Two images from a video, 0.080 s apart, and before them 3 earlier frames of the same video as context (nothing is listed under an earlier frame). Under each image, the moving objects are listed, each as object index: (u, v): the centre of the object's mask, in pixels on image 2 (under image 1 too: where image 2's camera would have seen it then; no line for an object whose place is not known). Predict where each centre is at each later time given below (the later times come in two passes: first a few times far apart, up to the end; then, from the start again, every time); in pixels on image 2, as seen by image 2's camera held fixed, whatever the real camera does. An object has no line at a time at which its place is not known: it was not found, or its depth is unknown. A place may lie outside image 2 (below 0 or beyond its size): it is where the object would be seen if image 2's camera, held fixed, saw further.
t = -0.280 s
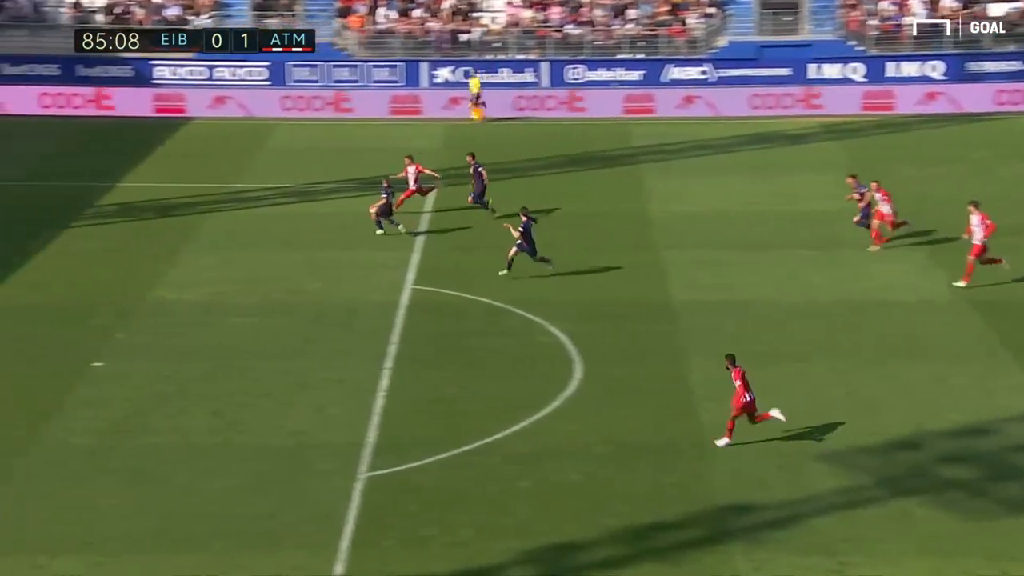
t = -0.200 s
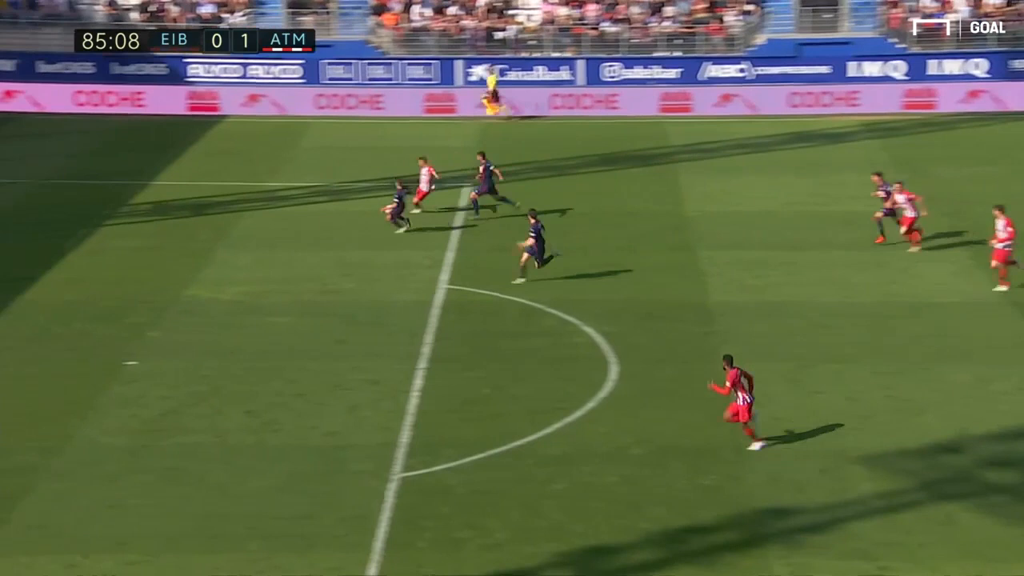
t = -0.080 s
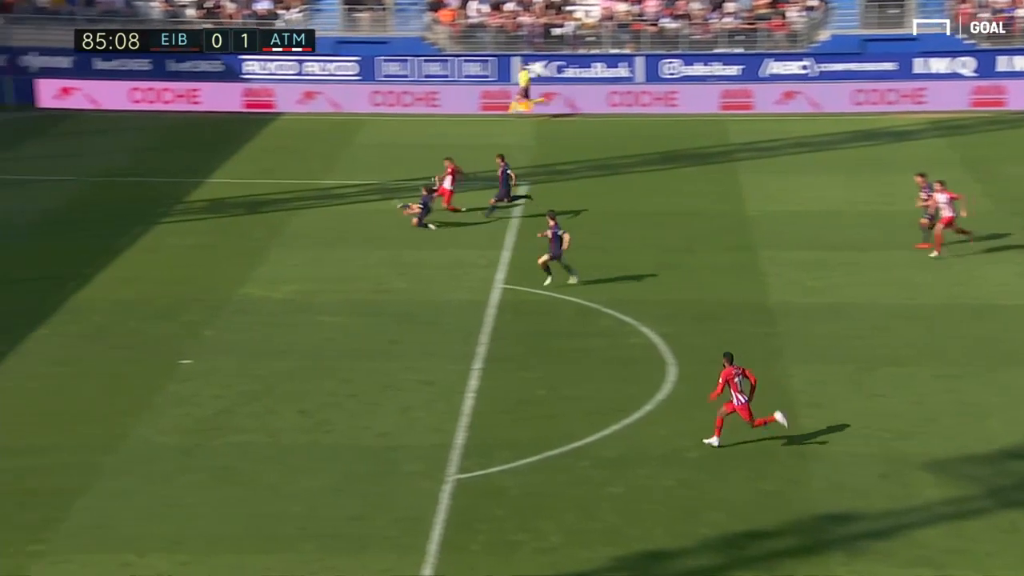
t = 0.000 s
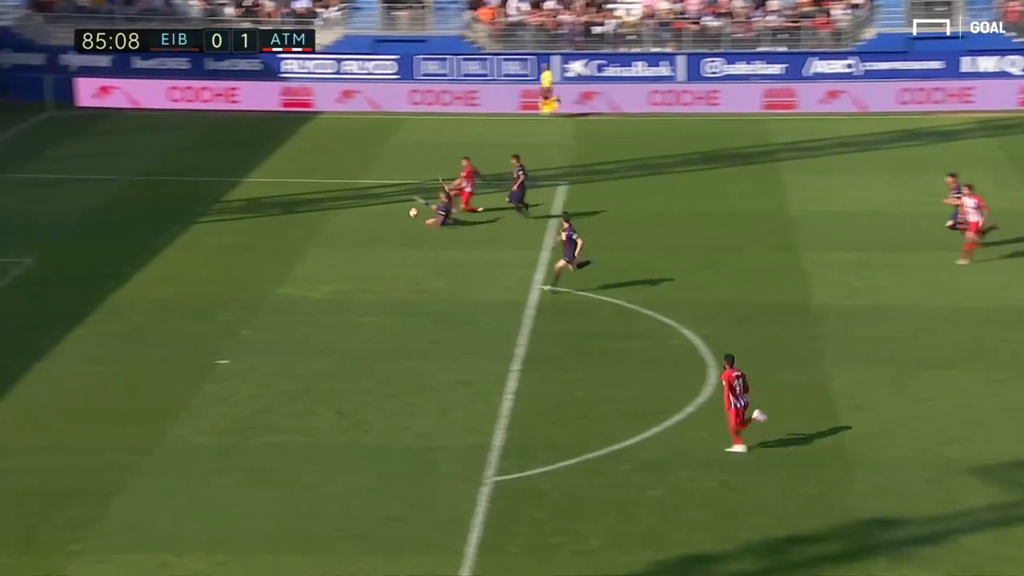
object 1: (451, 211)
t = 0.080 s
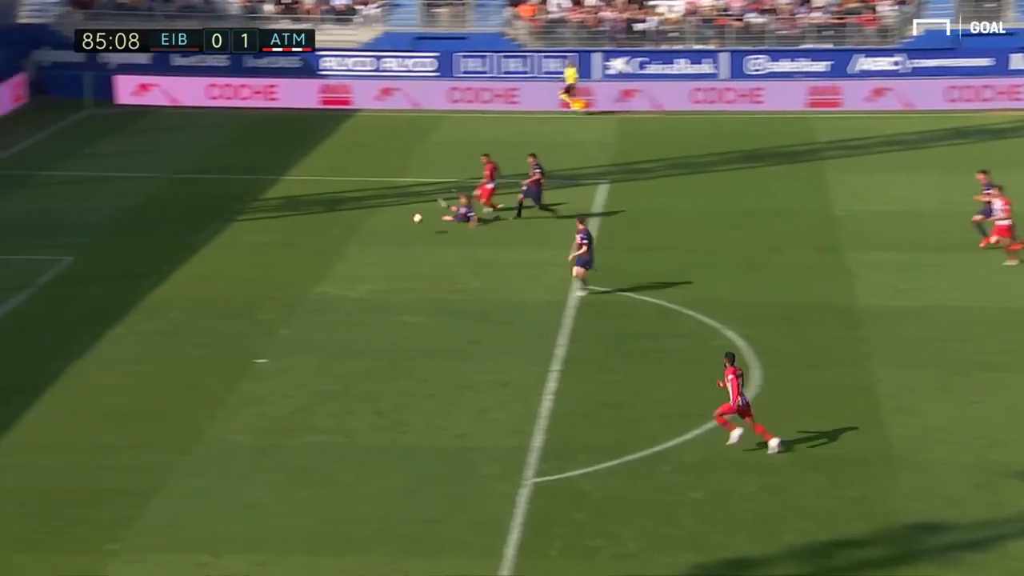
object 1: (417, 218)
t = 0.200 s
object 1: (366, 234)
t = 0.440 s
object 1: (267, 278)
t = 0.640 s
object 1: (192, 307)
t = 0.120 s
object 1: (401, 223)
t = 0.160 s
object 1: (383, 228)
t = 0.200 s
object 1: (366, 234)
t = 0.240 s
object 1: (349, 242)
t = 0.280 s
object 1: (332, 250)
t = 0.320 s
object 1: (315, 258)
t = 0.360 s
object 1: (298, 267)
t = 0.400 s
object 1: (282, 275)
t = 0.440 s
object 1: (267, 278)
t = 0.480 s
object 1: (252, 282)
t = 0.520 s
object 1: (237, 287)
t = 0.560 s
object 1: (222, 293)
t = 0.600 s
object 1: (207, 300)
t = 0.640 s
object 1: (192, 307)
